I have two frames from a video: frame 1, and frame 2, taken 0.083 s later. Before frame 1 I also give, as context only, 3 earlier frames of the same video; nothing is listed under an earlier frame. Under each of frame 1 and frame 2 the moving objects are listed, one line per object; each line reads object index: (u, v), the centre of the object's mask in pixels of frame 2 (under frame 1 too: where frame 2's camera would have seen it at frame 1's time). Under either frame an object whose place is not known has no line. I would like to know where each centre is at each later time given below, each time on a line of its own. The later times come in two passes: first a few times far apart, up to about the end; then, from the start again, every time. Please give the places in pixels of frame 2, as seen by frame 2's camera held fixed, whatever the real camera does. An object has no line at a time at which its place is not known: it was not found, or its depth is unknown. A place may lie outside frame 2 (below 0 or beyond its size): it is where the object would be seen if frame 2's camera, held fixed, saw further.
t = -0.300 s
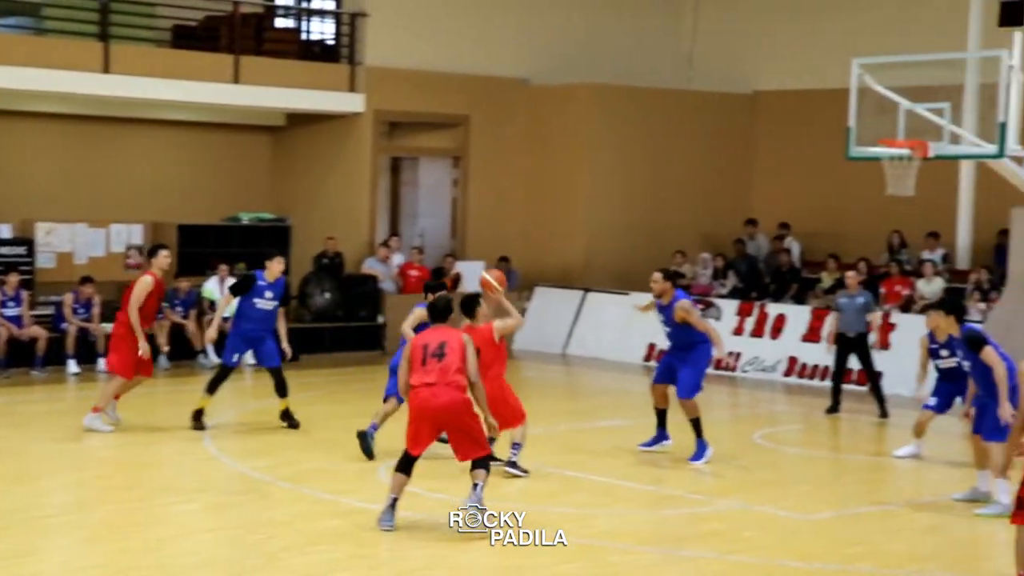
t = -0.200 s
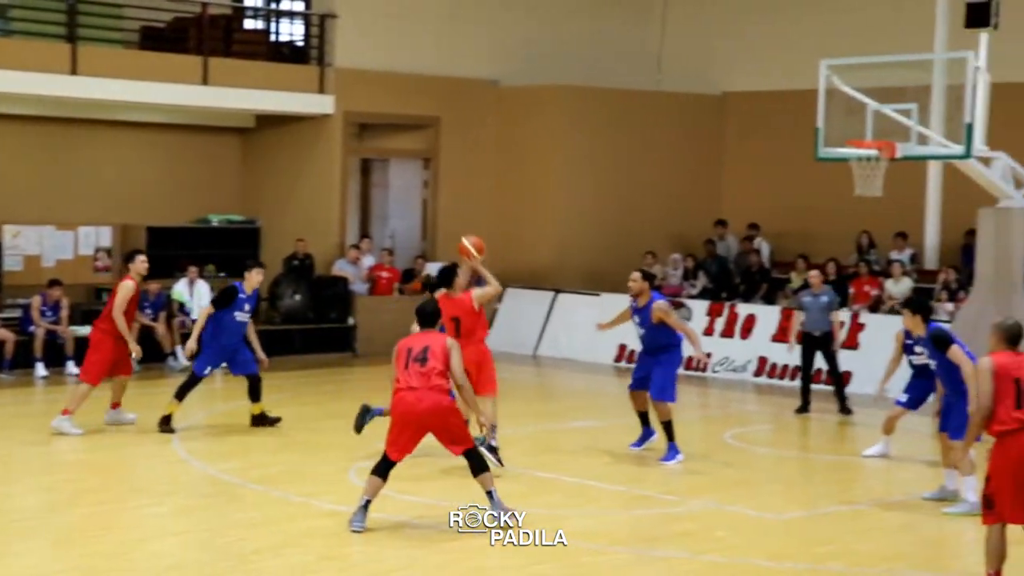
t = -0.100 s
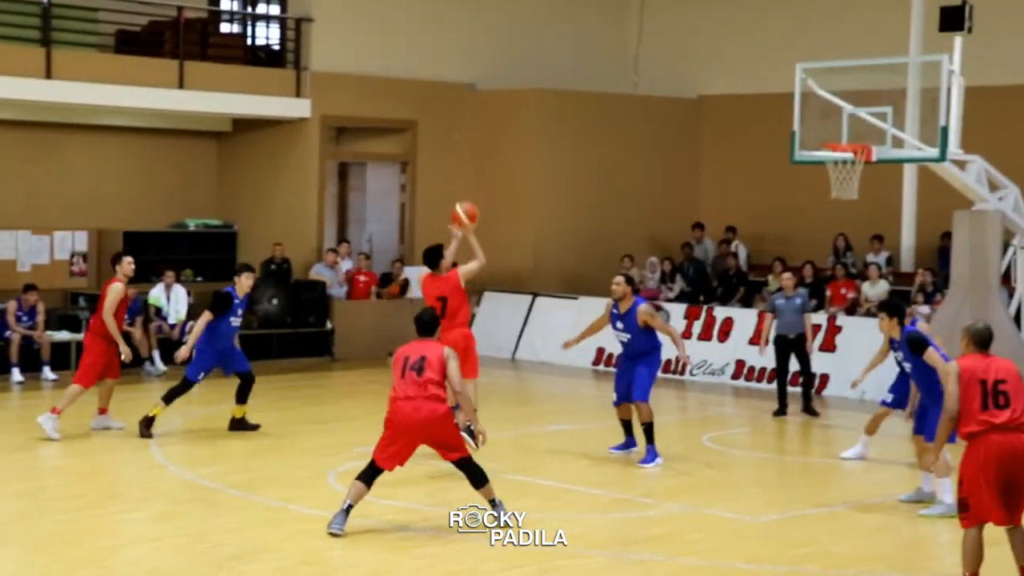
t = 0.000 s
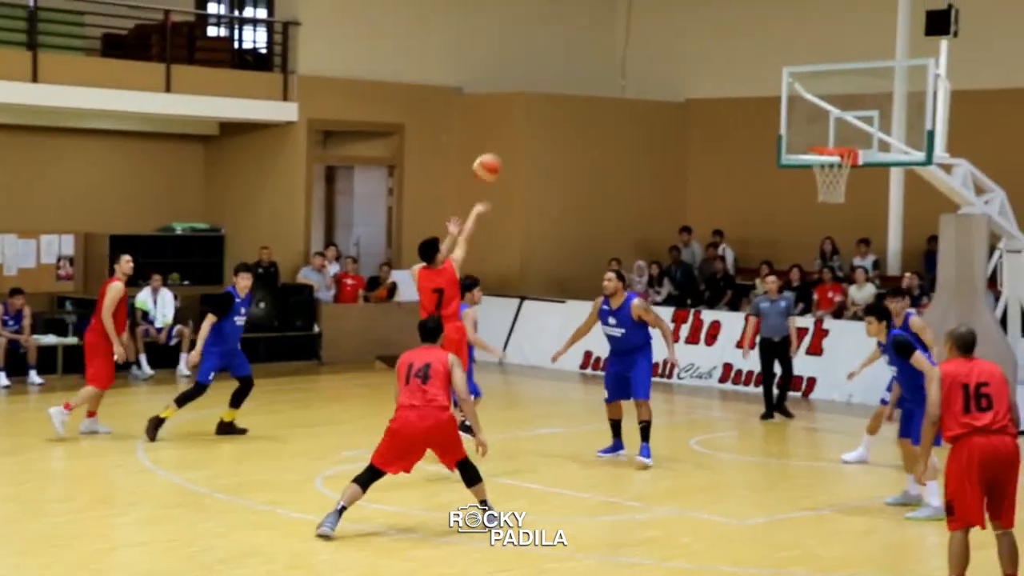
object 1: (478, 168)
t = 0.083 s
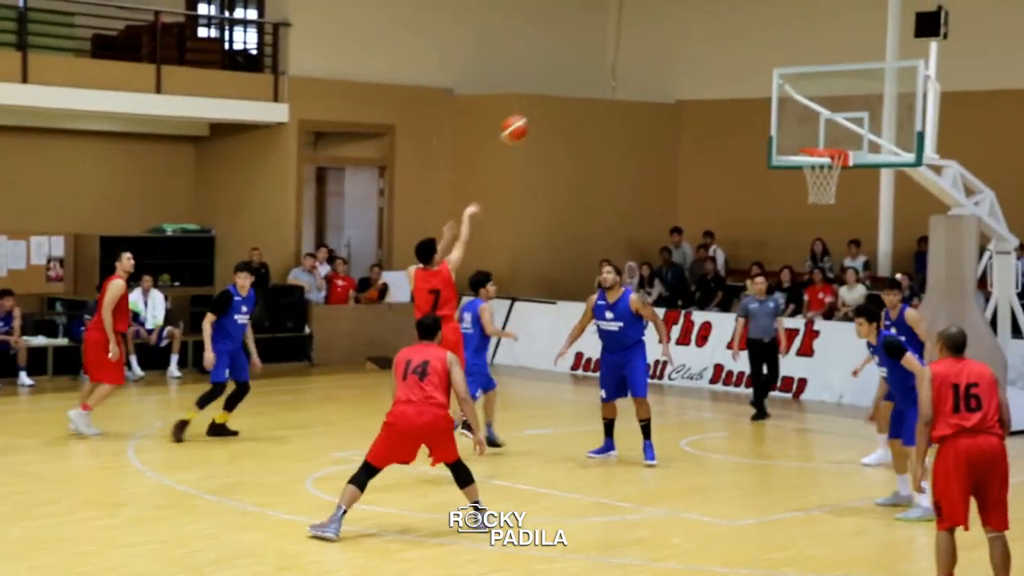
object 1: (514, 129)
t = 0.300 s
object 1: (604, 64)
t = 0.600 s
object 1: (715, 55)
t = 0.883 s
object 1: (806, 128)
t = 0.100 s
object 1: (522, 121)
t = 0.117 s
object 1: (529, 114)
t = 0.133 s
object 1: (536, 108)
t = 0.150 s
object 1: (543, 102)
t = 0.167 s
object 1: (549, 97)
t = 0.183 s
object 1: (557, 92)
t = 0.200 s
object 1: (564, 87)
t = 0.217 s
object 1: (570, 82)
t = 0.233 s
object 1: (577, 78)
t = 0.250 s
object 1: (584, 74)
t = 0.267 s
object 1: (590, 70)
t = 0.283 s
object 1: (597, 67)
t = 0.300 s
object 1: (604, 64)
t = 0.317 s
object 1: (609, 61)
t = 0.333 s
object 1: (617, 58)
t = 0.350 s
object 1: (623, 55)
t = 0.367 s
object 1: (629, 53)
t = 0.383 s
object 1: (636, 52)
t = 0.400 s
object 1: (642, 50)
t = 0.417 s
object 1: (648, 49)
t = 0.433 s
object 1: (654, 48)
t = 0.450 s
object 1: (660, 48)
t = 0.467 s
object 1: (667, 48)
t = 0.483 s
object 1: (672, 48)
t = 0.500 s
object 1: (679, 48)
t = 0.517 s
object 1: (685, 49)
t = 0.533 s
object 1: (691, 49)
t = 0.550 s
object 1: (697, 50)
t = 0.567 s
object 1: (703, 52)
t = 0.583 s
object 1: (709, 53)
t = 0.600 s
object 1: (715, 55)
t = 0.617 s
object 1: (721, 57)
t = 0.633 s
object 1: (726, 60)
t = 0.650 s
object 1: (732, 63)
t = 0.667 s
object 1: (738, 66)
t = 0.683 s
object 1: (743, 69)
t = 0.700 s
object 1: (748, 72)
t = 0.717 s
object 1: (754, 77)
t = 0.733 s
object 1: (759, 80)
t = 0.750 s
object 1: (764, 84)
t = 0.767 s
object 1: (770, 89)
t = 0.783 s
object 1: (776, 94)
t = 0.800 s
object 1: (780, 99)
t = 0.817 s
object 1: (785, 104)
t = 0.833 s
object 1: (790, 109)
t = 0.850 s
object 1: (795, 115)
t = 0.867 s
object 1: (801, 122)
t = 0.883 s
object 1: (806, 128)
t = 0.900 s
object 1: (811, 134)
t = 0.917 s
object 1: (816, 138)
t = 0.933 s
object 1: (820, 147)
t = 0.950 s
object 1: (824, 160)
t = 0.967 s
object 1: (829, 162)
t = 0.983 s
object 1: (832, 168)
